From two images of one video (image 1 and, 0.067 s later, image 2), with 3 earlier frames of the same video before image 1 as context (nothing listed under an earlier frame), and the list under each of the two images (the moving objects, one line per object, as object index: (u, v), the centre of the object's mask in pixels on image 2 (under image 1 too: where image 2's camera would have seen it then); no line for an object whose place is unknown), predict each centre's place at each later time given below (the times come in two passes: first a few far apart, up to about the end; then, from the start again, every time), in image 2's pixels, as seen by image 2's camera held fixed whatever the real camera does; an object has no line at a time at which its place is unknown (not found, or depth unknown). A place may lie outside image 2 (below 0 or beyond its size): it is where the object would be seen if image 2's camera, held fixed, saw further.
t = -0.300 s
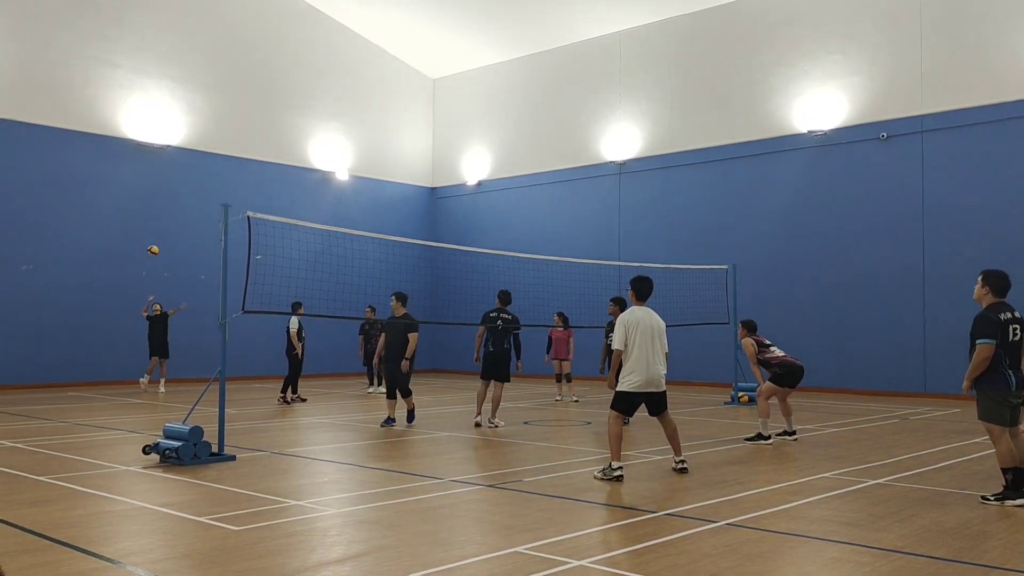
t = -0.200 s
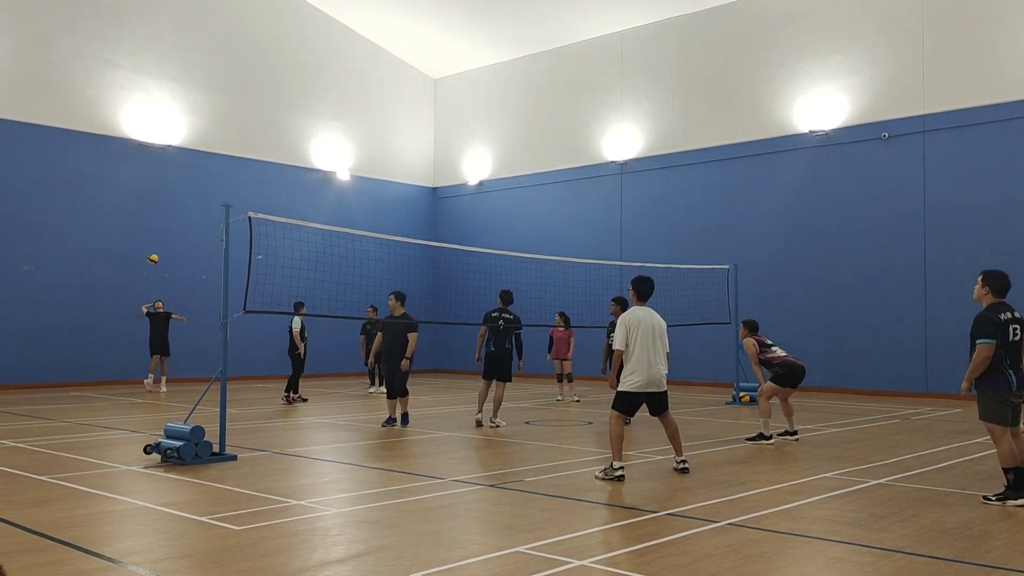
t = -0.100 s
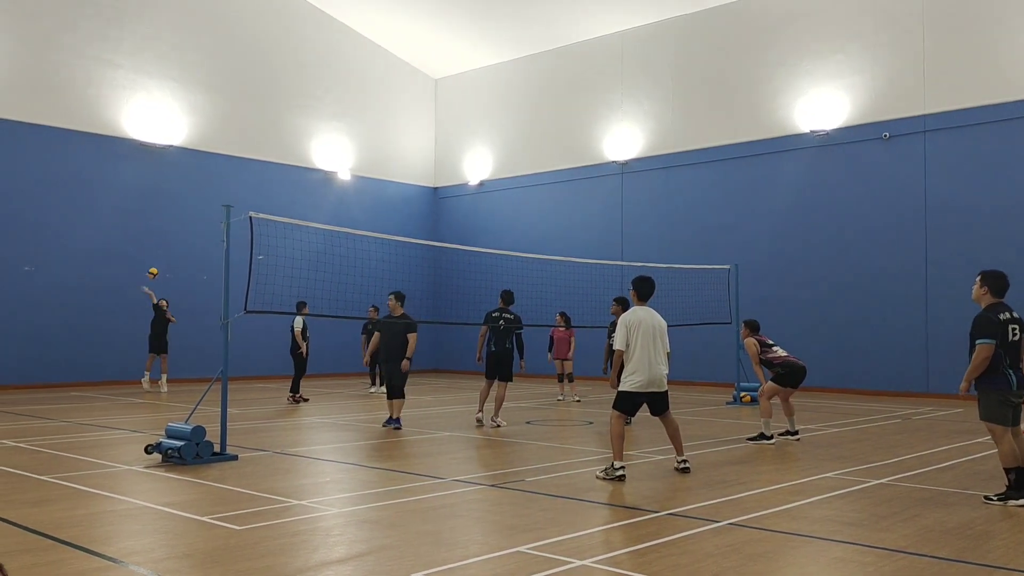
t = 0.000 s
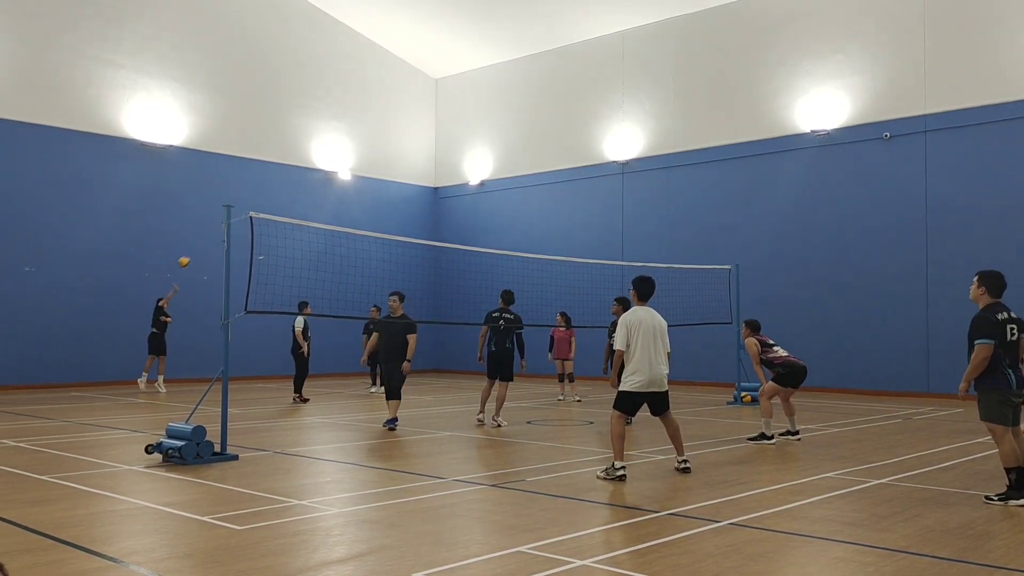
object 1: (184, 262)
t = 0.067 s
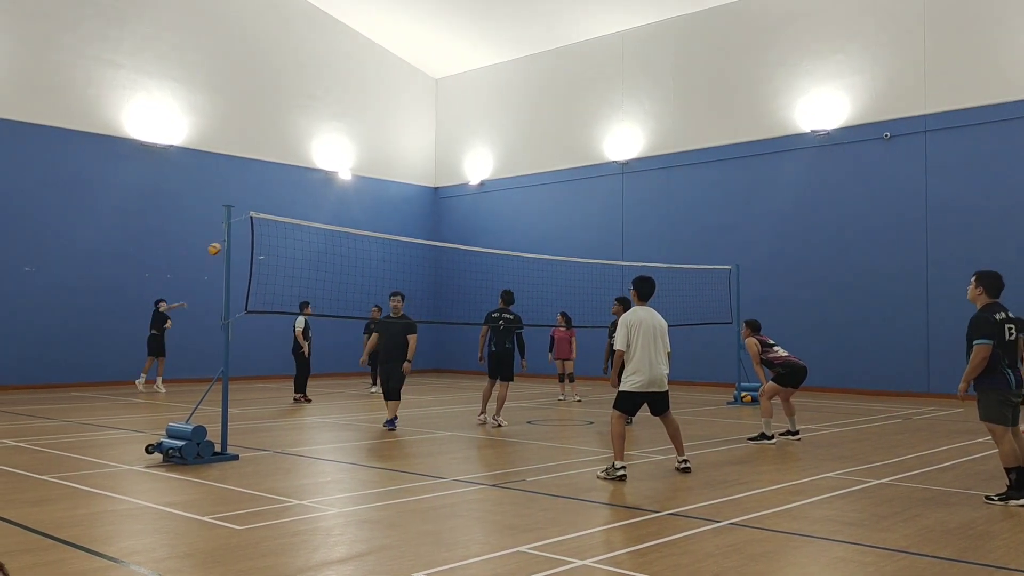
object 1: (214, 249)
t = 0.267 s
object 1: (317, 219)
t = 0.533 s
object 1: (483, 211)
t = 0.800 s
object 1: (701, 248)
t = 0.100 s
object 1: (233, 242)
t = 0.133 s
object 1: (246, 238)
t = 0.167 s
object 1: (262, 233)
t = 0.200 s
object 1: (280, 228)
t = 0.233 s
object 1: (298, 225)
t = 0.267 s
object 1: (317, 219)
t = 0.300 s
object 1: (335, 217)
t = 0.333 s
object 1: (355, 214)
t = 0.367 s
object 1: (374, 213)
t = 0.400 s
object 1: (395, 211)
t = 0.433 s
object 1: (416, 210)
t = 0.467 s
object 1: (437, 210)
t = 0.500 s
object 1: (459, 210)
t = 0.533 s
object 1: (483, 211)
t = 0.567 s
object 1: (506, 213)
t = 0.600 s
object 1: (530, 215)
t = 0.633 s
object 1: (557, 218)
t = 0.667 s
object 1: (583, 222)
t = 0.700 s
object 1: (611, 227)
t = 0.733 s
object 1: (639, 233)
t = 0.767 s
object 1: (669, 240)
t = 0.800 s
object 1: (701, 248)
